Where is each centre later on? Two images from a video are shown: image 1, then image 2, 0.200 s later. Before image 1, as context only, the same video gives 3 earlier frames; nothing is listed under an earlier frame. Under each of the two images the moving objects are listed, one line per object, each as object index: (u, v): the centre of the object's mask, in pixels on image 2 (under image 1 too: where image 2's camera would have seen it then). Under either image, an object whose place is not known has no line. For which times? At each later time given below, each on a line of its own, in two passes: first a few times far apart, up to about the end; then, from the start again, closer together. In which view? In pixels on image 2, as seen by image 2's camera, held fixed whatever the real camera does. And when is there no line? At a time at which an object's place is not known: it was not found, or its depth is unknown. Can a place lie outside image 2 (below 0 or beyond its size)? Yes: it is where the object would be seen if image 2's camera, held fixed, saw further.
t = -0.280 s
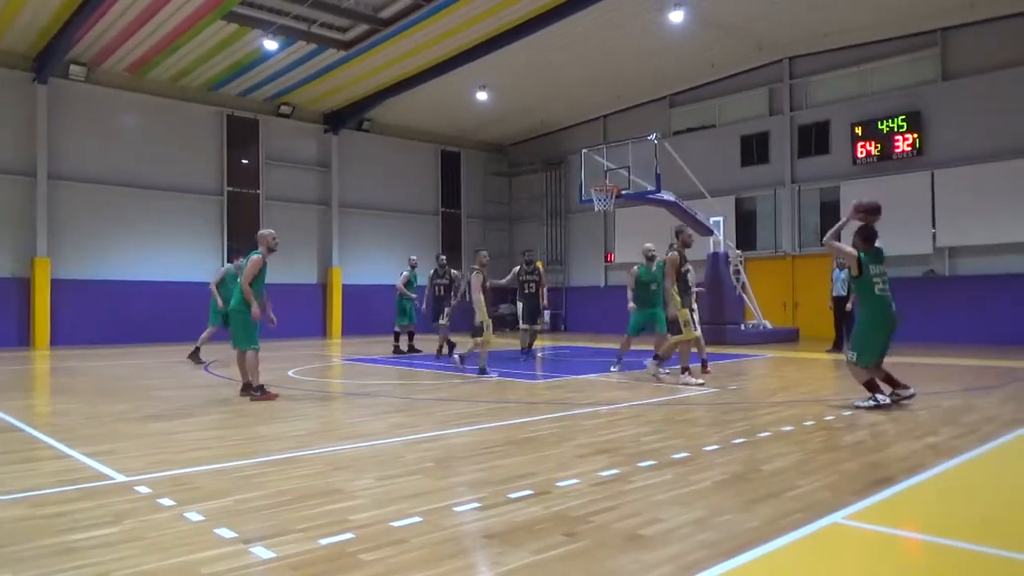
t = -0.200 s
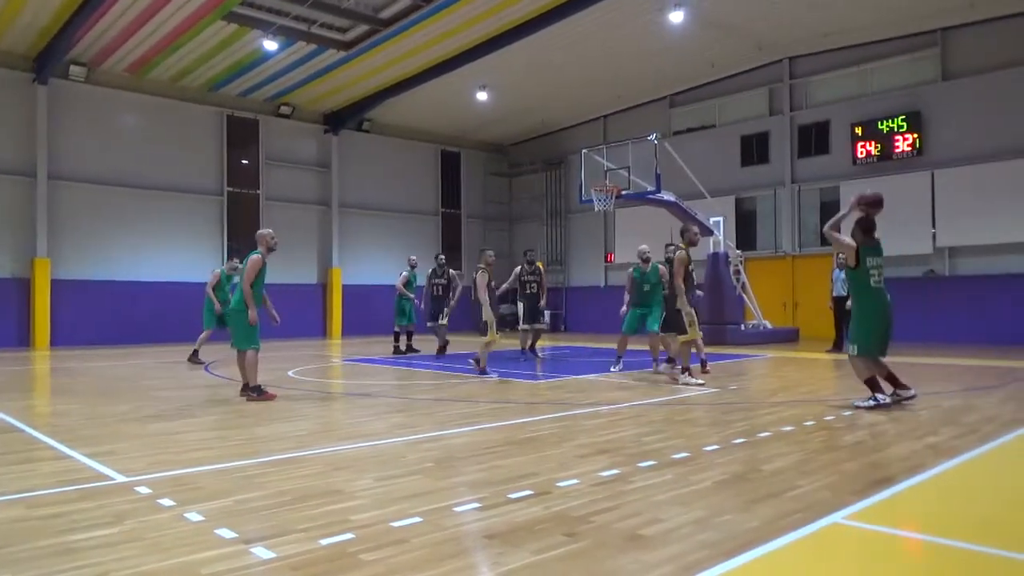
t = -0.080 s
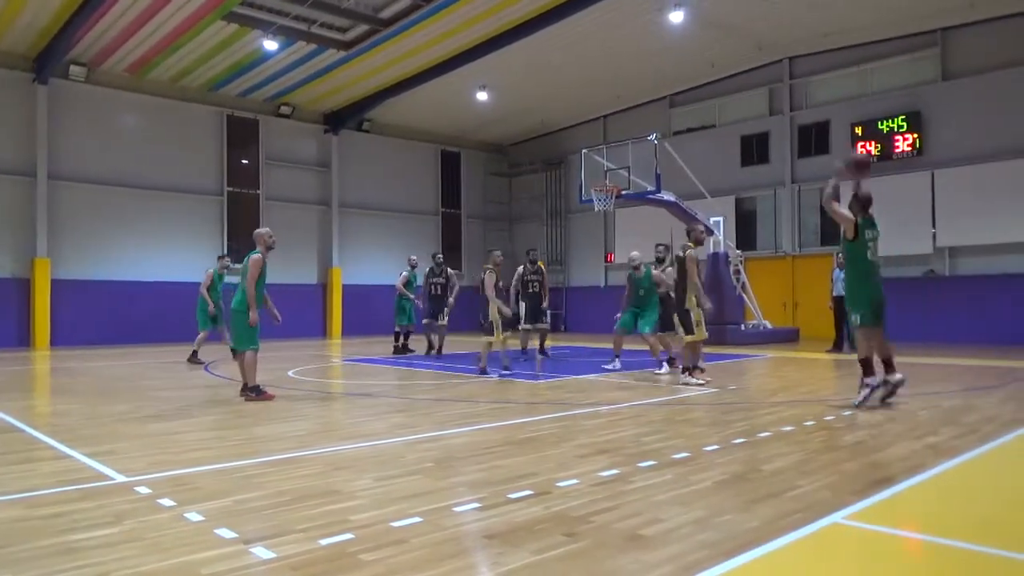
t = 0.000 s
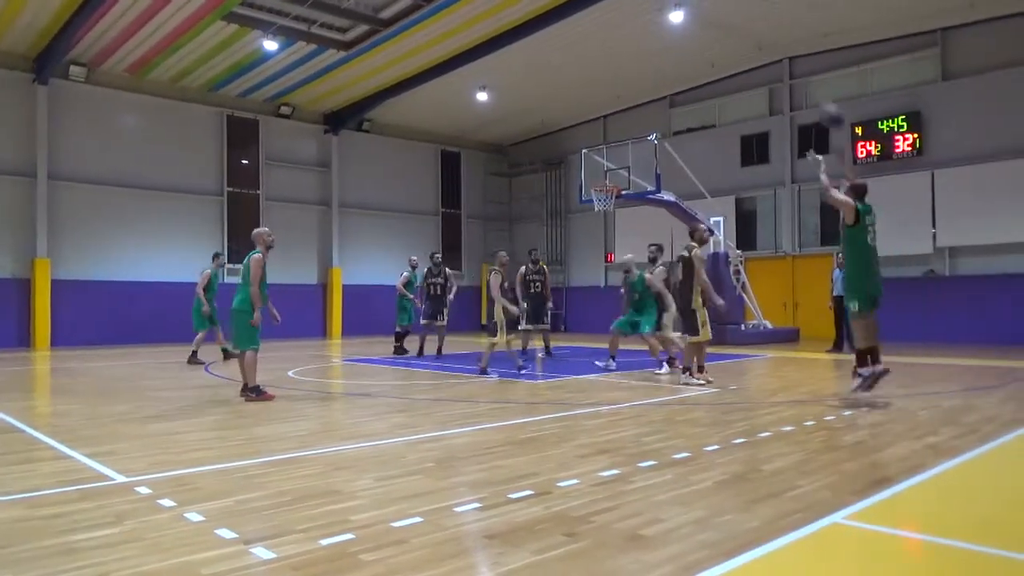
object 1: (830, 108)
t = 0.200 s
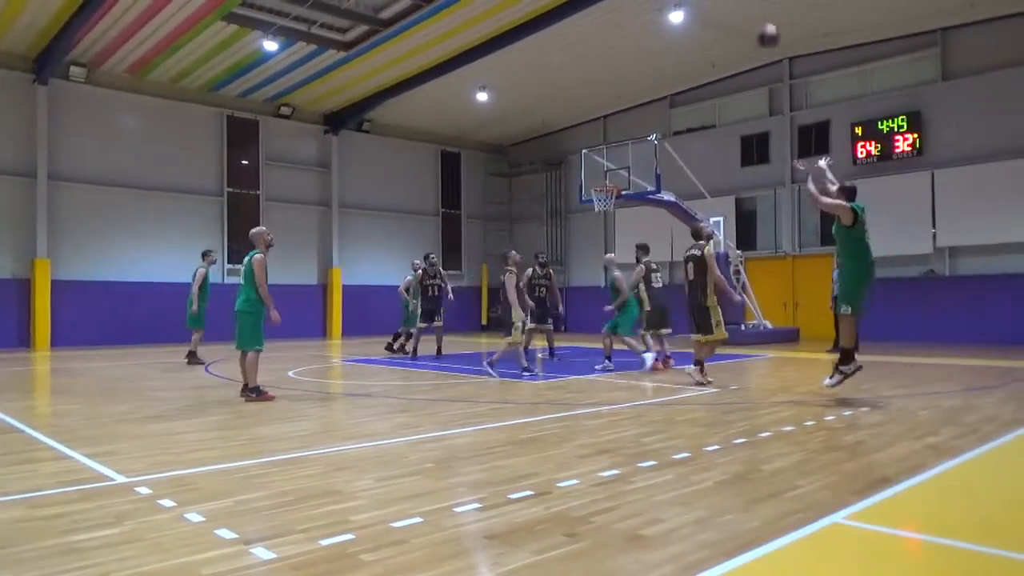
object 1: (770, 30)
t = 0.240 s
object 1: (758, 19)
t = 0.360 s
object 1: (729, 3)
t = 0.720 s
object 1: (660, 17)
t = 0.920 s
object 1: (632, 55)
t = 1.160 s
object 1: (605, 122)
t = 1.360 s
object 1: (585, 194)
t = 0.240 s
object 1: (758, 19)
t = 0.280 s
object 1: (750, 13)
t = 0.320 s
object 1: (739, 7)
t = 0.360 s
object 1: (729, 3)
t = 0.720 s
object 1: (660, 17)
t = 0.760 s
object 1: (654, 24)
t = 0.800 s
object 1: (649, 30)
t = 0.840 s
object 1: (643, 38)
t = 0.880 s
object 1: (638, 46)
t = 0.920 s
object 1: (632, 55)
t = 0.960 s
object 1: (627, 65)
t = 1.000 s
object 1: (622, 75)
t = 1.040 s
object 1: (617, 86)
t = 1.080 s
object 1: (613, 97)
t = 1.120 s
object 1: (608, 109)
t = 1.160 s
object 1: (605, 122)
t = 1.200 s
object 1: (601, 133)
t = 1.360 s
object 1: (585, 194)
